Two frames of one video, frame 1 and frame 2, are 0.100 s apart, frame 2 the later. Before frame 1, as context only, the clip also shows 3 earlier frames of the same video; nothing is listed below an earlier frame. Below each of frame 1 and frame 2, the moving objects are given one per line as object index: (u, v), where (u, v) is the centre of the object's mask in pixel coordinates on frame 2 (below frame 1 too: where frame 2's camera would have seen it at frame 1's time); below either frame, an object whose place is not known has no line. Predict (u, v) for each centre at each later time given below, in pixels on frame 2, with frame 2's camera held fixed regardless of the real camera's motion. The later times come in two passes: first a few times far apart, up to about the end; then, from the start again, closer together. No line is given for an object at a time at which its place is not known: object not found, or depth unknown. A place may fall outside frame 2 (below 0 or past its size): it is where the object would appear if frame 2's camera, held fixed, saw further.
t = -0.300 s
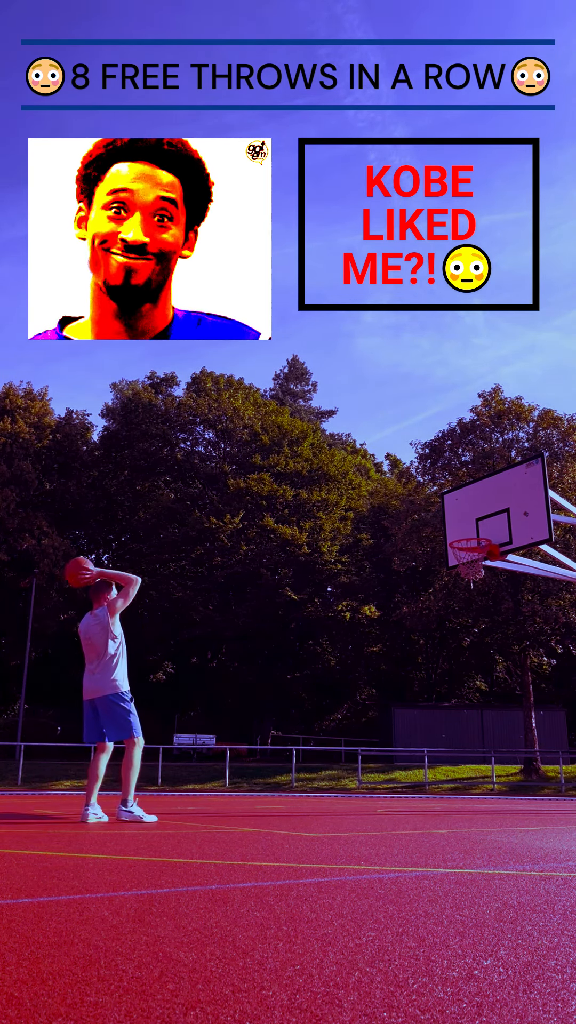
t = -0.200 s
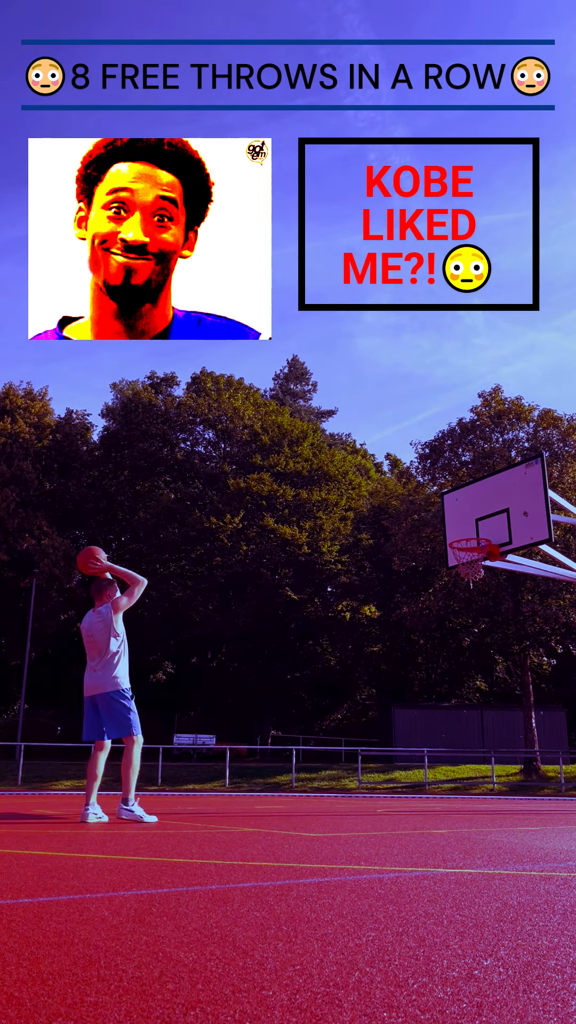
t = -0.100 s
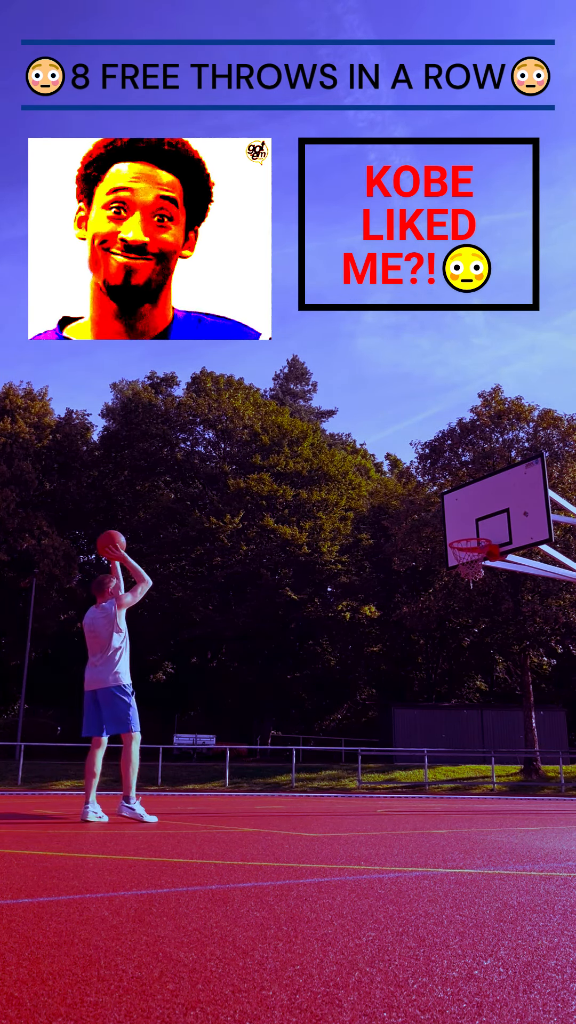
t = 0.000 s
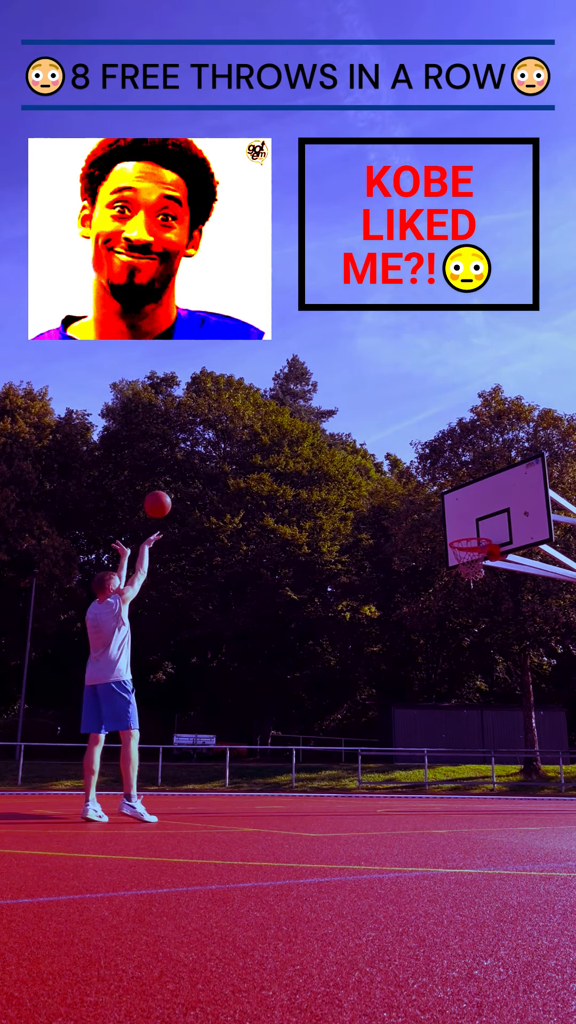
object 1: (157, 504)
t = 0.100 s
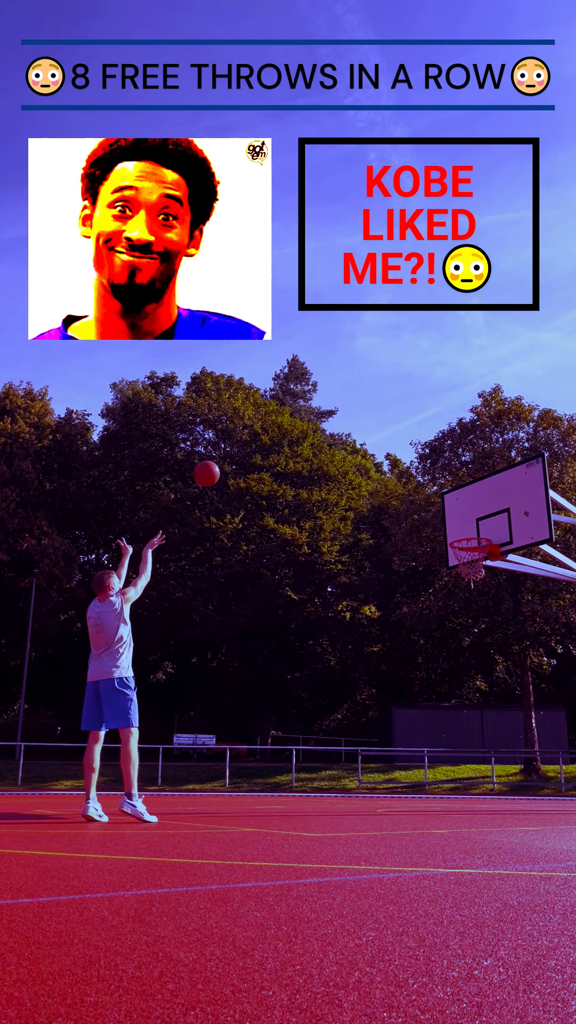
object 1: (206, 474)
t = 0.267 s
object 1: (277, 449)
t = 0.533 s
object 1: (370, 462)
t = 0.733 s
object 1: (431, 507)
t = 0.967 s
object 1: (482, 561)
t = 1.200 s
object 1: (478, 566)
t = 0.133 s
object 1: (222, 466)
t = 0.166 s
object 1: (236, 460)
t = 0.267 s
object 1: (277, 449)
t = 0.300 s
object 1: (290, 447)
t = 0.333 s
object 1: (302, 447)
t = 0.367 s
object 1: (314, 447)
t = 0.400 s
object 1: (326, 448)
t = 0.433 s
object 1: (338, 450)
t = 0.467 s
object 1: (349, 453)
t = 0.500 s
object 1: (360, 458)
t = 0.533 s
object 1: (370, 462)
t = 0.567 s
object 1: (382, 468)
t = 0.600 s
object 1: (391, 474)
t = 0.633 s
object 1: (401, 481)
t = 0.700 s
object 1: (421, 498)
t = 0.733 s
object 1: (431, 507)
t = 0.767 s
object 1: (440, 517)
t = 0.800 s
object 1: (450, 528)
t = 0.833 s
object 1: (460, 539)
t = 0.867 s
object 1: (469, 550)
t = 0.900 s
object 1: (477, 557)
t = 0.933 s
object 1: (483, 560)
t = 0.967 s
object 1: (482, 561)
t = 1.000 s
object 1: (482, 561)
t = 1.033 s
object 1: (483, 561)
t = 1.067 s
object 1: (483, 561)
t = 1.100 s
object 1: (483, 560)
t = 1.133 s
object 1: (482, 561)
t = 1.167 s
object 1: (480, 563)
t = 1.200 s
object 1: (478, 566)
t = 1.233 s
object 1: (477, 569)
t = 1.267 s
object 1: (474, 571)
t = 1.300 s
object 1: (472, 575)
